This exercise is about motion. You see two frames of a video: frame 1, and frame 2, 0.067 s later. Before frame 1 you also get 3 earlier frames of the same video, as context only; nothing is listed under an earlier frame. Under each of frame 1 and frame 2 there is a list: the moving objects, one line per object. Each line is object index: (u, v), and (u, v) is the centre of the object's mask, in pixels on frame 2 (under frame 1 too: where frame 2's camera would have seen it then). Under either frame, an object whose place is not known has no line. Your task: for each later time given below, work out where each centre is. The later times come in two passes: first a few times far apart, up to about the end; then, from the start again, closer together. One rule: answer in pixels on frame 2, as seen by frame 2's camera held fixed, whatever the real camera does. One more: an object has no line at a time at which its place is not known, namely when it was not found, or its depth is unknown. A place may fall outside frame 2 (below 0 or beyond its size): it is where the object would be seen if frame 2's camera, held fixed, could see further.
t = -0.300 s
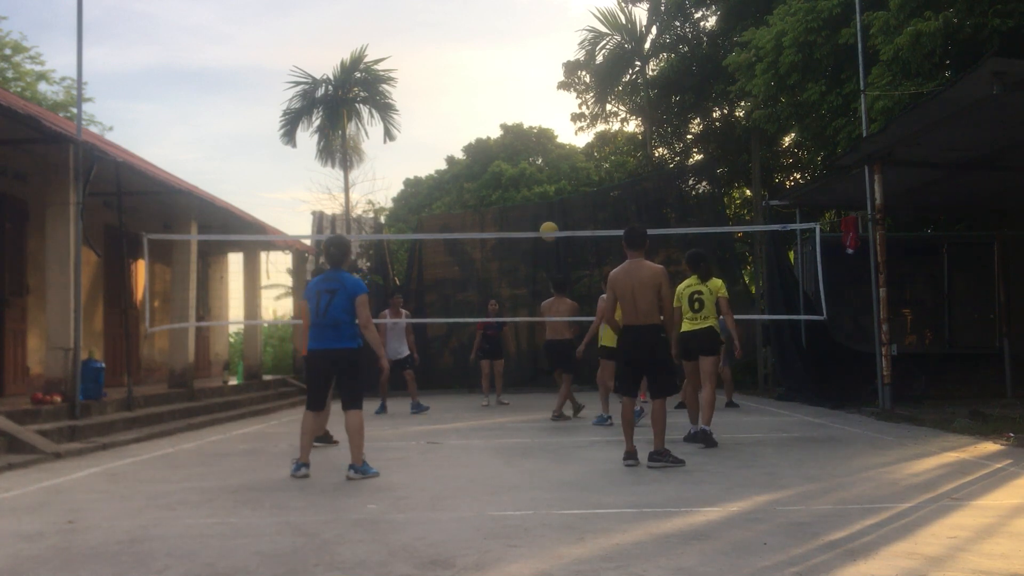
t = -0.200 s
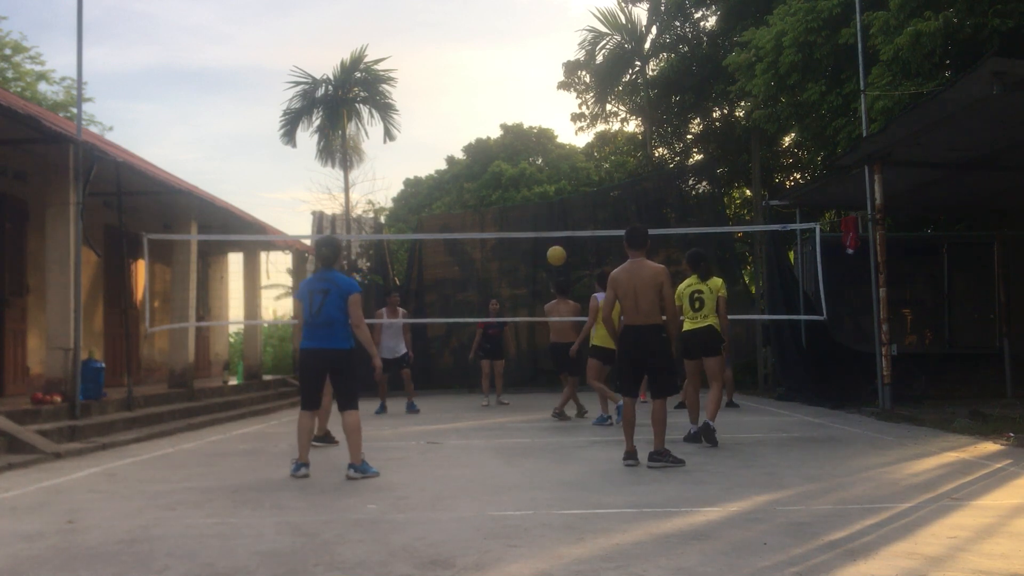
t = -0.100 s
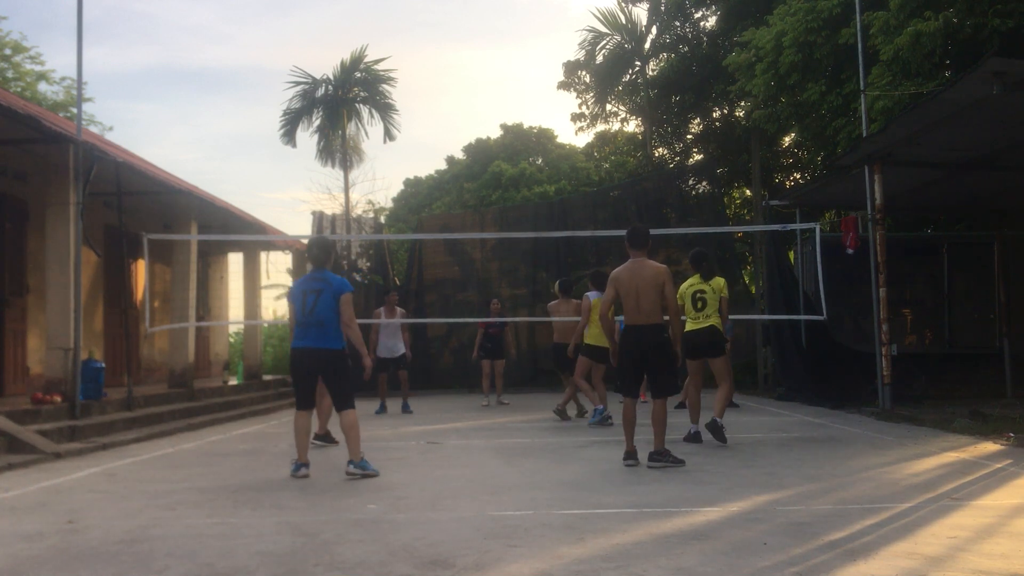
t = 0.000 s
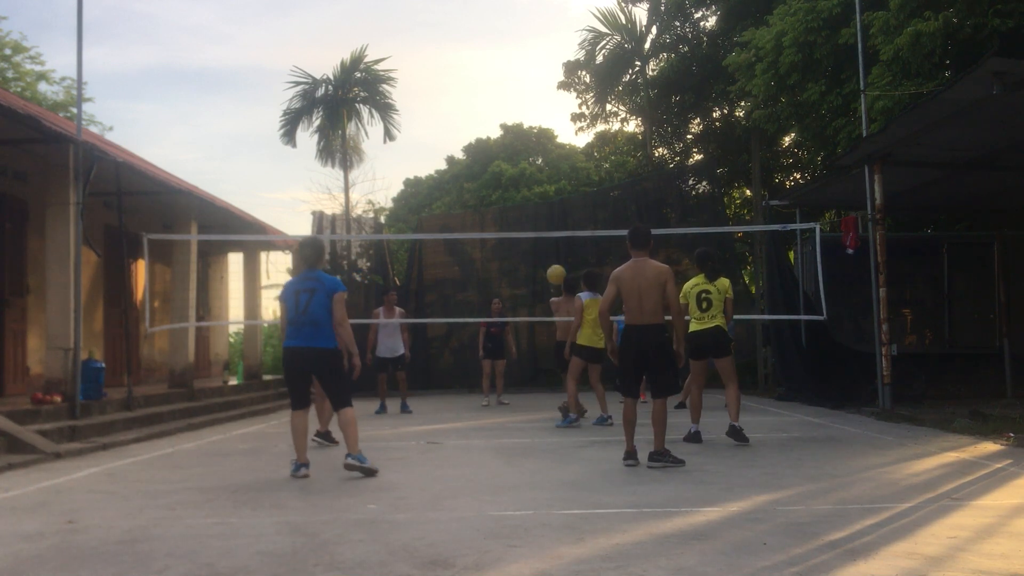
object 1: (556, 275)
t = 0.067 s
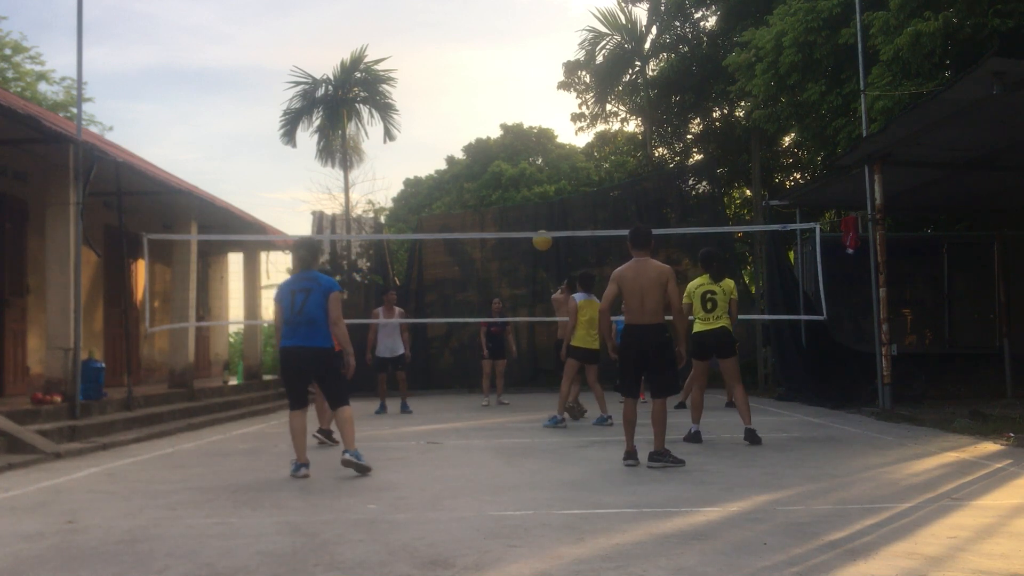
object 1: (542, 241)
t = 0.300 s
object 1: (499, 151)
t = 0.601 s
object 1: (451, 106)
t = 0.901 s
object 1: (409, 133)
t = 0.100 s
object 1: (535, 224)
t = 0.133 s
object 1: (529, 209)
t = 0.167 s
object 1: (522, 196)
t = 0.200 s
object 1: (516, 183)
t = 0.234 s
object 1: (510, 172)
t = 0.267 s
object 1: (504, 161)
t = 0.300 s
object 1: (499, 151)
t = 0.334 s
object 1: (493, 143)
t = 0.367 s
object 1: (488, 136)
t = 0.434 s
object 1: (477, 122)
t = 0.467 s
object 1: (472, 117)
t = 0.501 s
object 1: (467, 113)
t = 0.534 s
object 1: (462, 110)
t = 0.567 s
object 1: (456, 107)
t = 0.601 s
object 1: (451, 106)
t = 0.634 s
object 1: (446, 106)
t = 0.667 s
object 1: (441, 106)
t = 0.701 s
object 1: (437, 107)
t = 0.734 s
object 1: (432, 110)
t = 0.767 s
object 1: (427, 112)
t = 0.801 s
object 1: (422, 116)
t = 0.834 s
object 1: (418, 121)
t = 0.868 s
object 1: (413, 127)
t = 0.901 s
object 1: (409, 133)
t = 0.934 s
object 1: (405, 140)
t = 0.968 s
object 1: (400, 148)
